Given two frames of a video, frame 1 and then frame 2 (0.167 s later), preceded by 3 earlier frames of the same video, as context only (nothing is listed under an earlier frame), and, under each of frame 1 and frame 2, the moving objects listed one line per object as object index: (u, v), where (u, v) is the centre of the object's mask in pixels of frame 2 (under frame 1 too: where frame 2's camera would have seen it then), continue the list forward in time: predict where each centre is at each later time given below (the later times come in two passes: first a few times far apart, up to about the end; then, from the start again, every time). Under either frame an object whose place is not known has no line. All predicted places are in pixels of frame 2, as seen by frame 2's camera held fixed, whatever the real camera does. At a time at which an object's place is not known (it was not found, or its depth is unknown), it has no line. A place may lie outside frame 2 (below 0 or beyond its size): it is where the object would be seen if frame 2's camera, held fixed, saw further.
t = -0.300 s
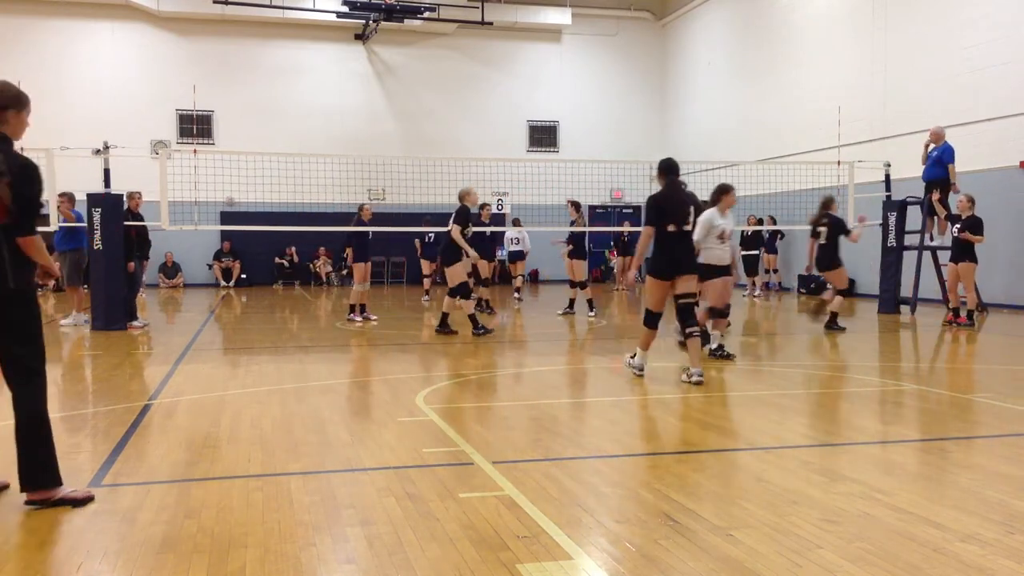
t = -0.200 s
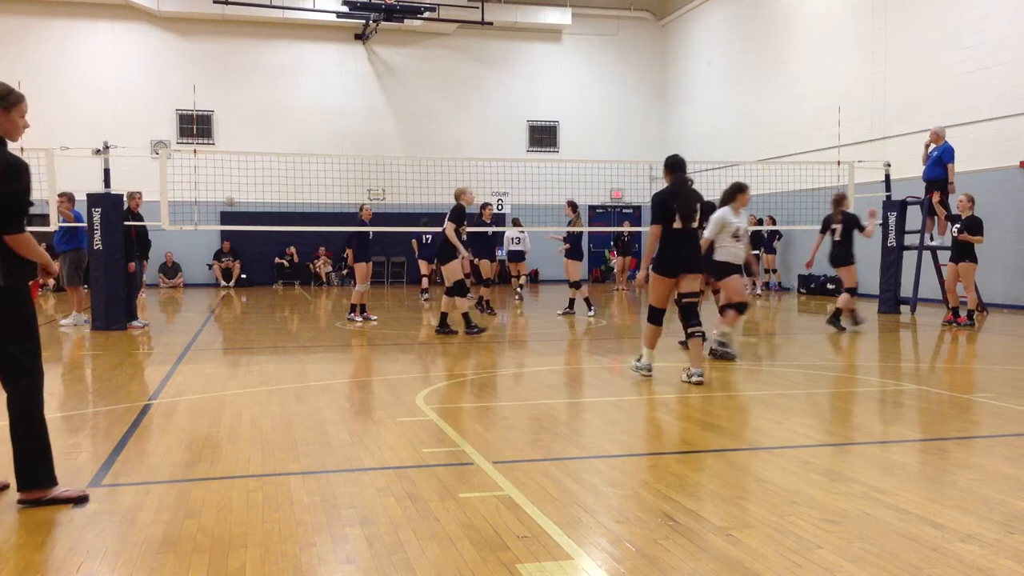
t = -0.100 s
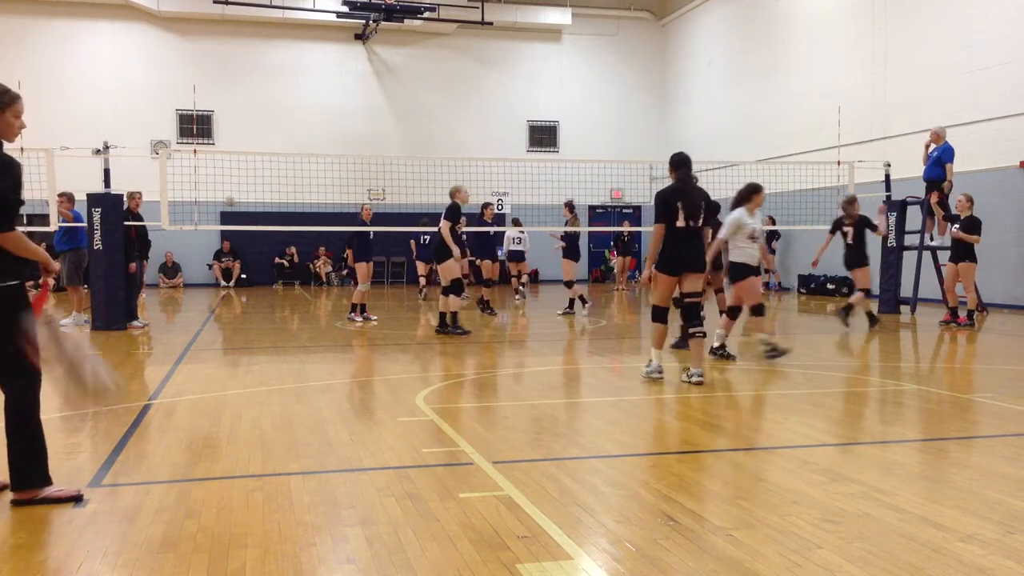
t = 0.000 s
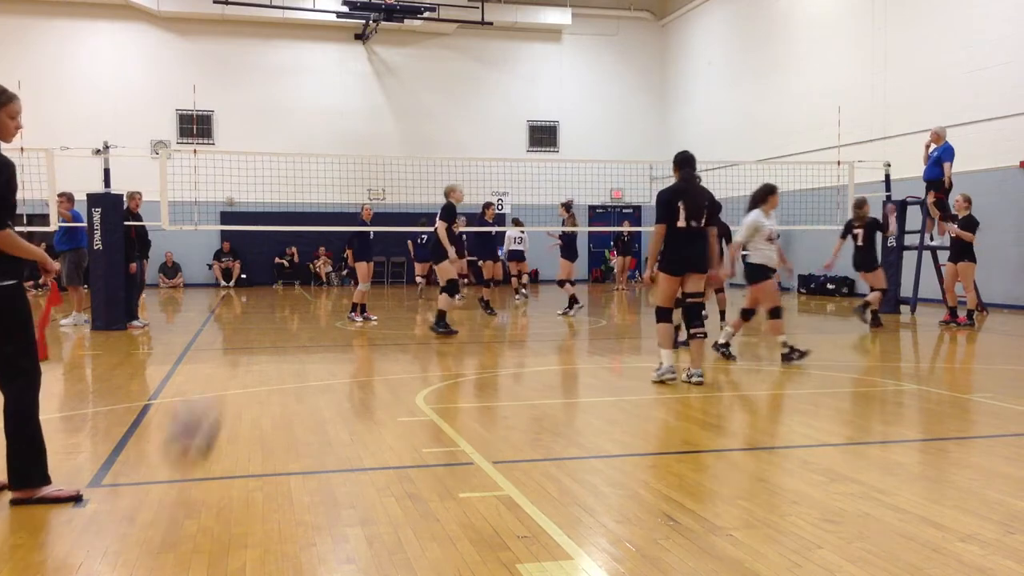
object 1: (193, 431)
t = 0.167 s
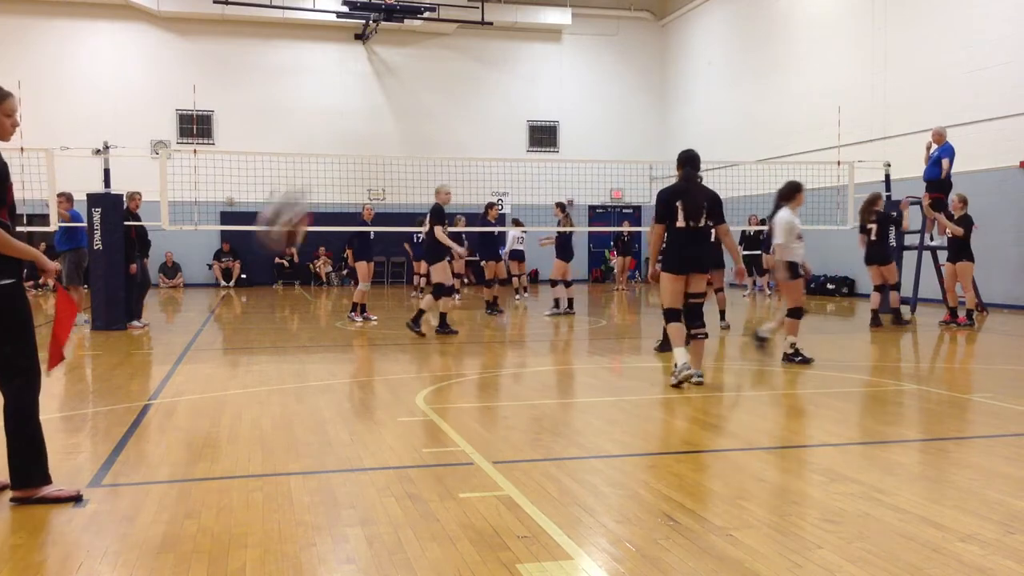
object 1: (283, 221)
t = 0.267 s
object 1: (338, 123)
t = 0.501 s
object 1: (458, 10)
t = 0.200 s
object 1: (305, 182)
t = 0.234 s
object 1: (323, 147)
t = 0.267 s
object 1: (338, 123)
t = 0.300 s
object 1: (359, 95)
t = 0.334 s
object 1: (376, 74)
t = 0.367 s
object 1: (392, 53)
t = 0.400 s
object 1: (409, 33)
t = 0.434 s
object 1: (424, 22)
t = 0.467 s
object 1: (439, 14)
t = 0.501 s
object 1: (458, 10)
